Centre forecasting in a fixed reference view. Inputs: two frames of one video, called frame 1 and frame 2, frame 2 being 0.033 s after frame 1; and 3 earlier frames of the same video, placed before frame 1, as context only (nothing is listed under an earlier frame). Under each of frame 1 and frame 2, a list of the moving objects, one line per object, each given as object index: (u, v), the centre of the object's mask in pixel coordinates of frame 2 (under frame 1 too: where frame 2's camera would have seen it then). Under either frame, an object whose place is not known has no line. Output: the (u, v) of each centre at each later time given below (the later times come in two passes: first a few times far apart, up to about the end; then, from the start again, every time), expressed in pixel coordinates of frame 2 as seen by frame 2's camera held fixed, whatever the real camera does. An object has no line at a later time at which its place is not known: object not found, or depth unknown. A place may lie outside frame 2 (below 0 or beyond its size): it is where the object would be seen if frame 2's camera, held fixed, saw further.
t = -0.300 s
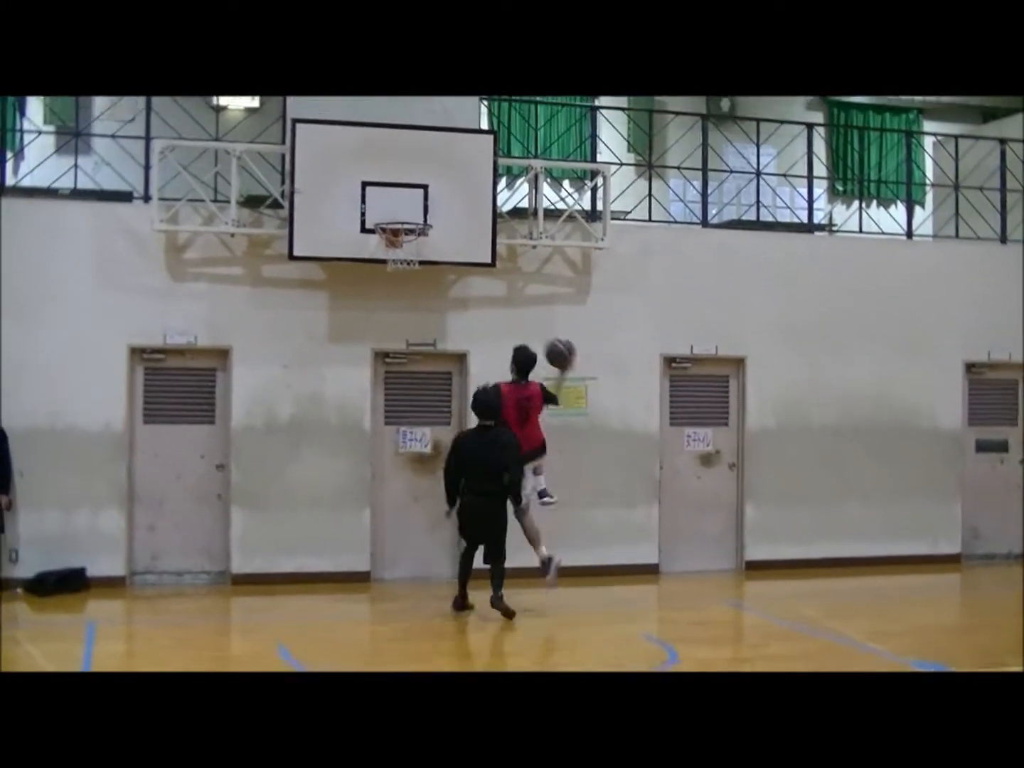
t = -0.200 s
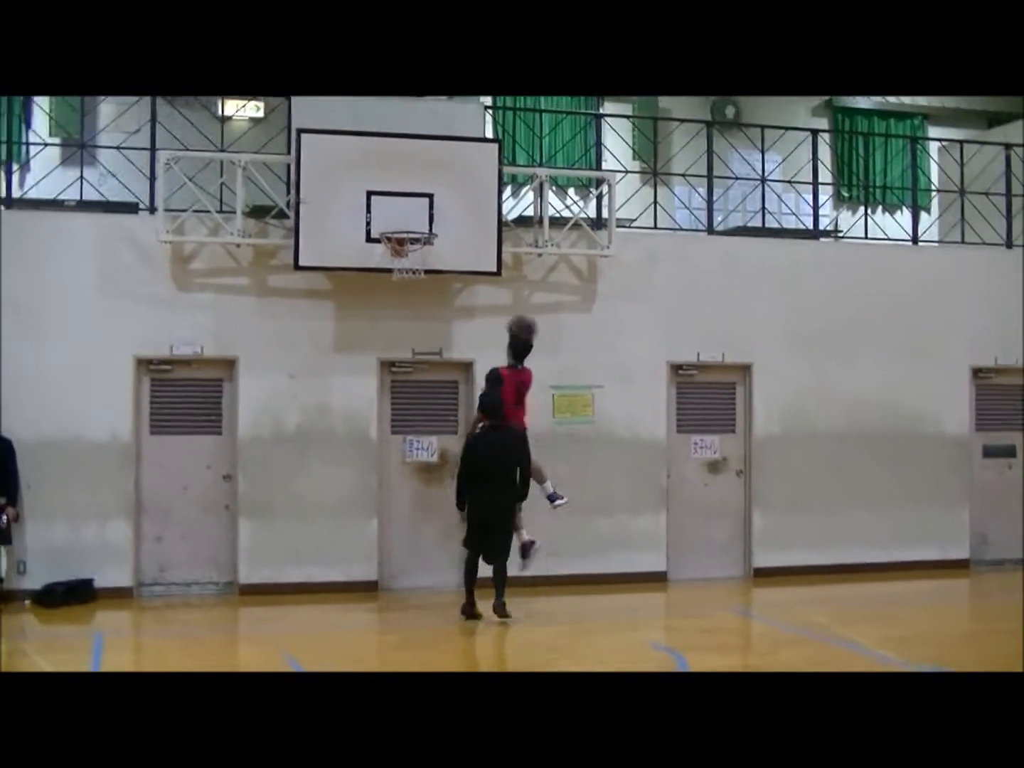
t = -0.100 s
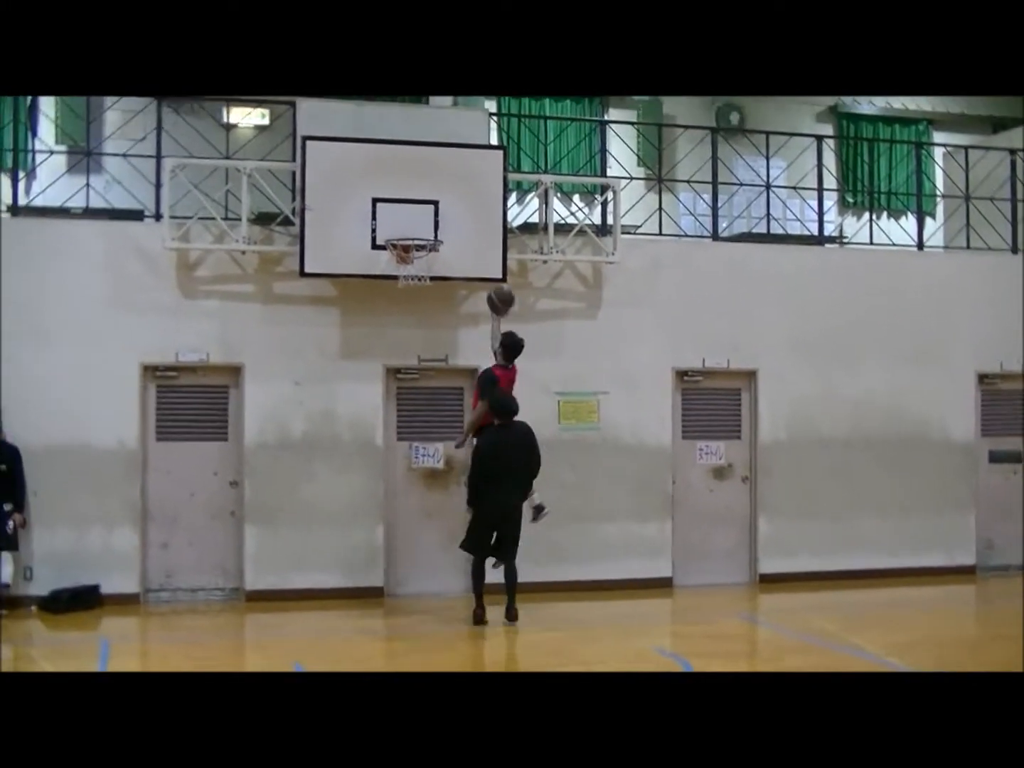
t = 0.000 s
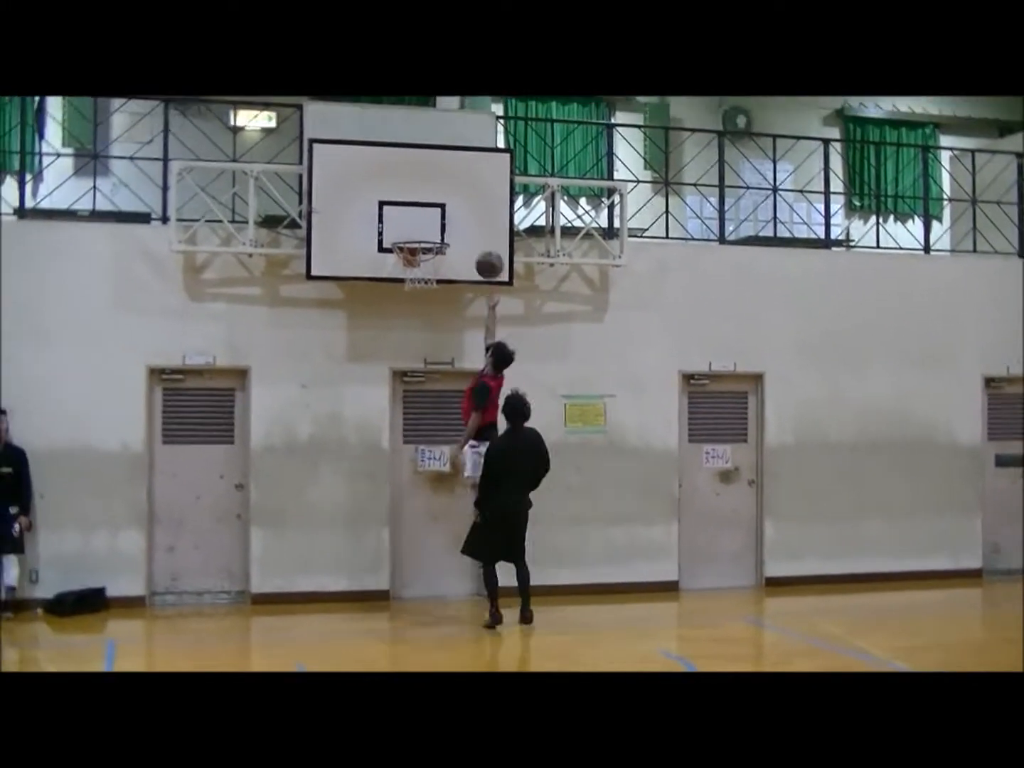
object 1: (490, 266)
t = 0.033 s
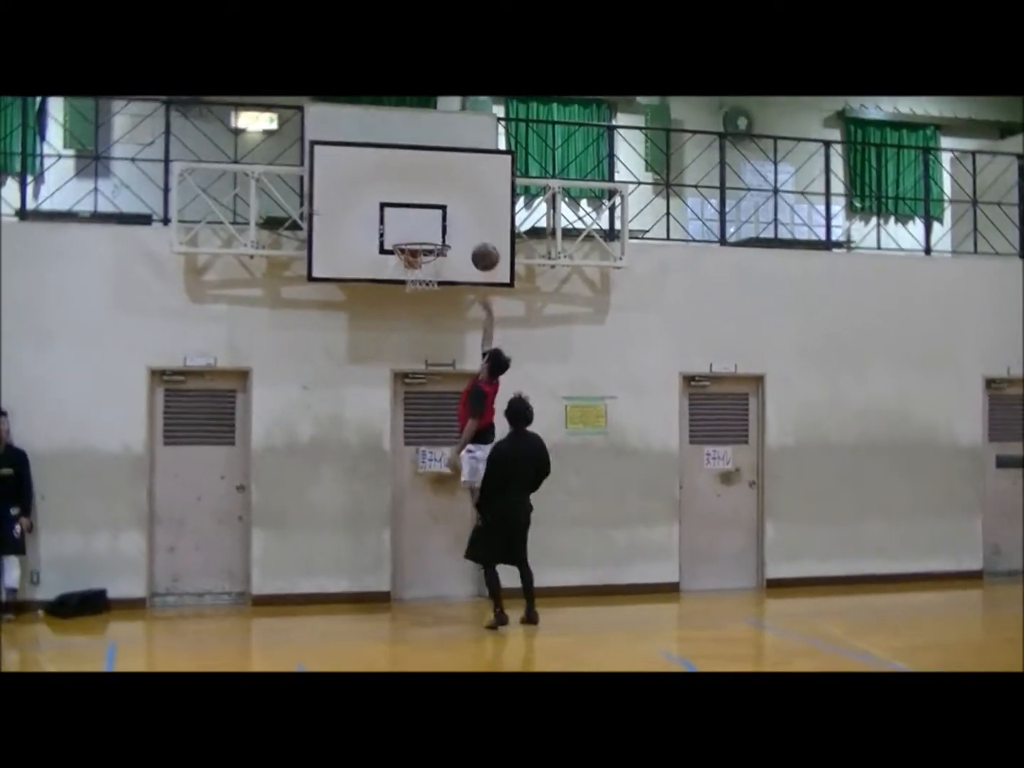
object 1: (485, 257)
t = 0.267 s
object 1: (447, 225)
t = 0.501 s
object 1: (430, 233)
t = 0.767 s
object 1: (415, 320)
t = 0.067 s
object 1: (479, 249)
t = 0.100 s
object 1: (474, 241)
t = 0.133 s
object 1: (469, 235)
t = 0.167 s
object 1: (463, 231)
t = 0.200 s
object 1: (457, 227)
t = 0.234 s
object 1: (452, 225)
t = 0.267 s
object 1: (447, 225)
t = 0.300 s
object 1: (442, 225)
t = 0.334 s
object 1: (440, 224)
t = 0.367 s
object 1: (438, 224)
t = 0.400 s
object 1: (436, 224)
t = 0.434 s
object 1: (434, 226)
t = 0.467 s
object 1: (432, 230)
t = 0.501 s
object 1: (430, 233)
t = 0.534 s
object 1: (428, 239)
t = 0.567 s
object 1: (426, 248)
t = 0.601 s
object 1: (421, 258)
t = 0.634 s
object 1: (421, 265)
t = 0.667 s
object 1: (420, 280)
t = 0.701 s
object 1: (418, 290)
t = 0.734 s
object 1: (417, 305)
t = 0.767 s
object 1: (415, 320)
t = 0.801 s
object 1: (413, 335)
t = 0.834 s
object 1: (411, 352)
